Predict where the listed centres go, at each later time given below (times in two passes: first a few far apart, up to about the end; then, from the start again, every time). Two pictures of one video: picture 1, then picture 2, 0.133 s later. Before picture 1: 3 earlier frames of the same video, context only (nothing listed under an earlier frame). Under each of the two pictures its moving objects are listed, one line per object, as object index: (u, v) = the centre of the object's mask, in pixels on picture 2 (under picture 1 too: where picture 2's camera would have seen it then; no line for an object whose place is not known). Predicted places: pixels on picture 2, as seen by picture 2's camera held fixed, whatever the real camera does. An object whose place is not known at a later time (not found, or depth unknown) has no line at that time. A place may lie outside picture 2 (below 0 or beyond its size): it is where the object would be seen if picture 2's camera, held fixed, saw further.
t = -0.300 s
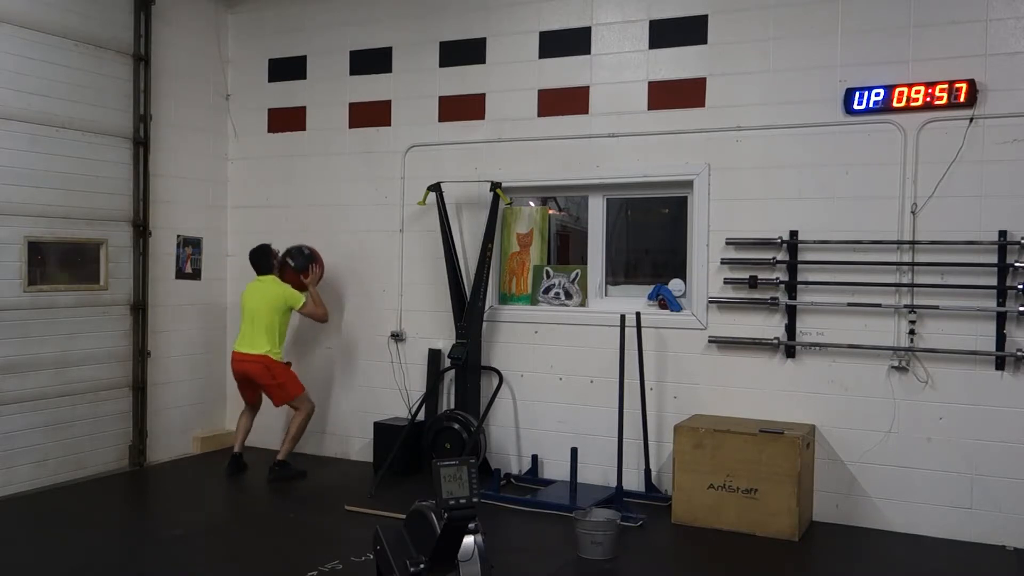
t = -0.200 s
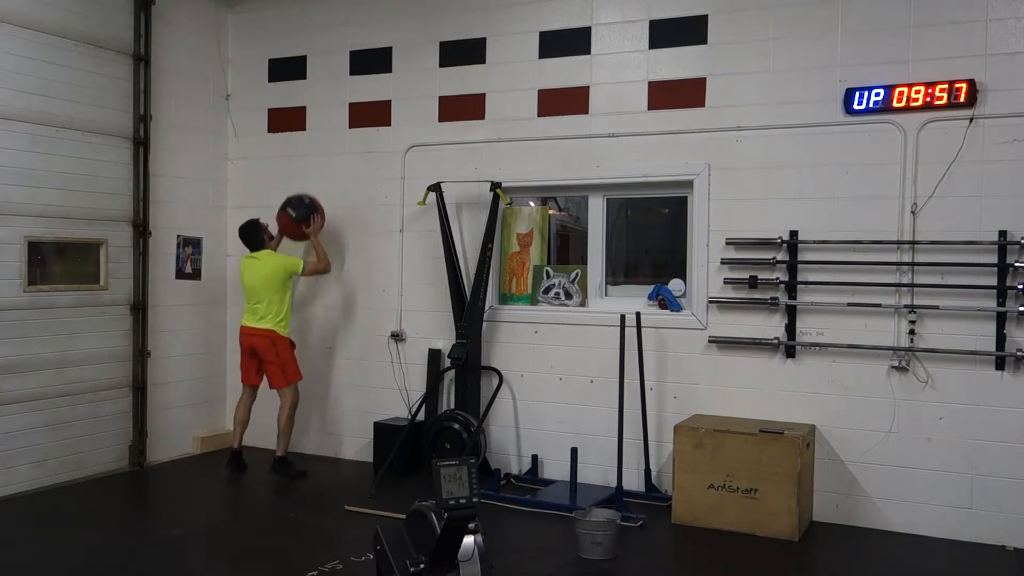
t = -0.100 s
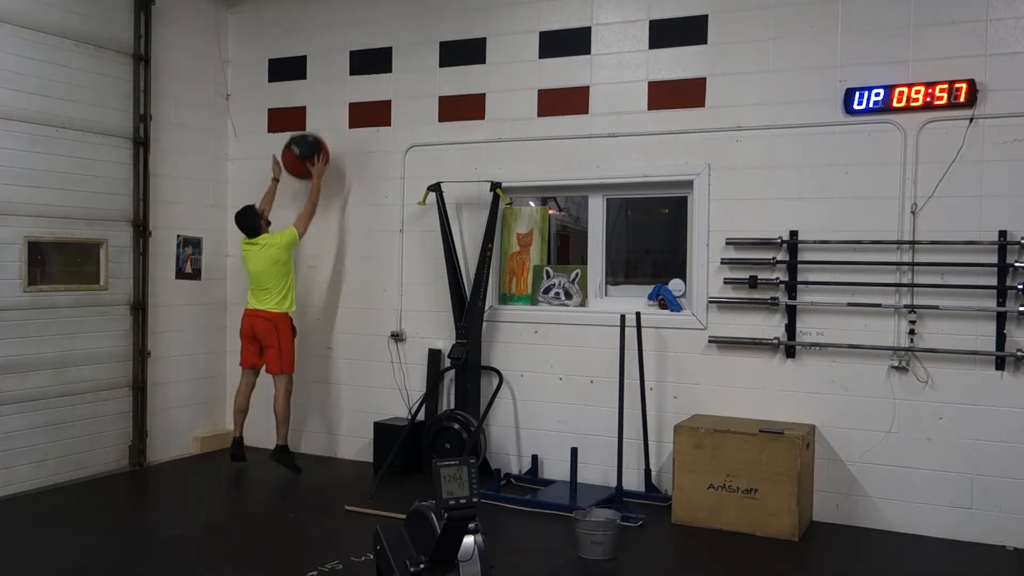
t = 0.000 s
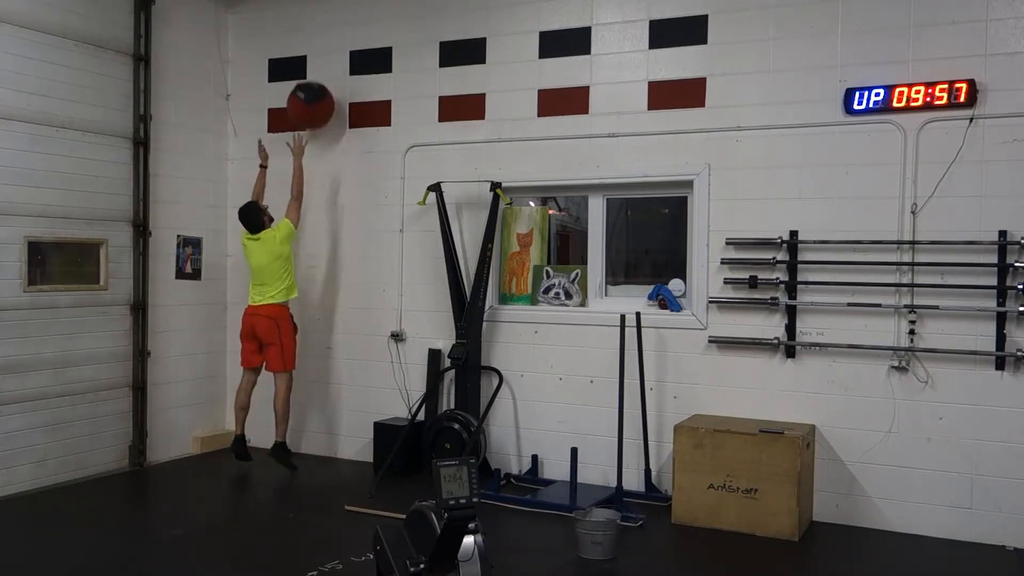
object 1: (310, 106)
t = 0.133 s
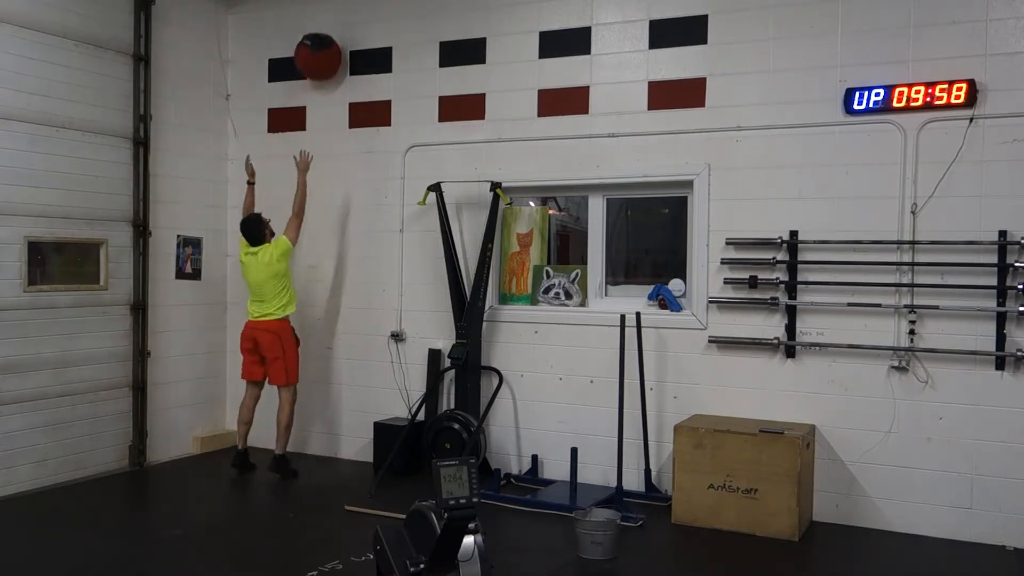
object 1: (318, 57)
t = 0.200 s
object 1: (320, 42)
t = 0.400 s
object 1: (315, 32)
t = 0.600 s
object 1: (308, 75)
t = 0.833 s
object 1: (301, 193)
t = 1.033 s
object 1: (294, 351)
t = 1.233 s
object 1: (295, 439)
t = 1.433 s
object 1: (304, 434)
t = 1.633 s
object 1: (313, 450)
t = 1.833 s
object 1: (320, 451)
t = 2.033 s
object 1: (318, 451)
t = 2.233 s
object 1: (315, 451)
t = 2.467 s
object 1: (316, 451)
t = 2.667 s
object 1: (316, 451)
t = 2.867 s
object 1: (316, 451)
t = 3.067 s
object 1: (316, 451)
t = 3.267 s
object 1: (316, 451)
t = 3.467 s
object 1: (316, 451)
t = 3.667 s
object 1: (316, 451)
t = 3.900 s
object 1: (316, 451)
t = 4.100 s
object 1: (316, 451)
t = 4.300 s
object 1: (316, 451)
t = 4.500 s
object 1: (316, 451)
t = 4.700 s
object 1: (316, 451)
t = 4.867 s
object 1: (316, 451)
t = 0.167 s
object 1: (320, 48)
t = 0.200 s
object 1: (320, 42)
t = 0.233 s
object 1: (319, 37)
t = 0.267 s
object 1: (319, 33)
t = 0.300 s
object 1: (318, 31)
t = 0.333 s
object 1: (317, 30)
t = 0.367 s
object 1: (316, 30)
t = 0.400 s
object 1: (315, 32)
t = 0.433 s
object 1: (314, 35)
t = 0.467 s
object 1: (313, 40)
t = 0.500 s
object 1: (312, 47)
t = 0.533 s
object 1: (310, 55)
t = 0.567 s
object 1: (309, 64)
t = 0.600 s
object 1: (308, 75)
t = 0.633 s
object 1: (307, 87)
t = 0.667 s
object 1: (306, 101)
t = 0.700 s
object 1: (305, 116)
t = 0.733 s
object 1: (304, 133)
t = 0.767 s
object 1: (303, 152)
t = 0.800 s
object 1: (302, 171)
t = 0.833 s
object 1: (301, 193)
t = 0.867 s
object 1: (299, 215)
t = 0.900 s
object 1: (298, 240)
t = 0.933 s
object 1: (297, 265)
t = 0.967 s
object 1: (296, 292)
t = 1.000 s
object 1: (295, 321)
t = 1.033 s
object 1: (294, 351)
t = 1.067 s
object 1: (293, 384)
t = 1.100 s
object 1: (292, 418)
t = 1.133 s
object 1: (291, 453)
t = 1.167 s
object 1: (293, 453)
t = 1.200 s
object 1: (294, 445)
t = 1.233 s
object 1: (295, 439)
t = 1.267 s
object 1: (296, 434)
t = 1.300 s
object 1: (298, 431)
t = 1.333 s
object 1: (299, 430)
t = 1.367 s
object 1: (301, 429)
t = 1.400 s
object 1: (302, 431)
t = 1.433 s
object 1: (304, 434)
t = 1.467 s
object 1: (305, 437)
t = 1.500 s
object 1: (307, 443)
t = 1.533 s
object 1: (308, 451)
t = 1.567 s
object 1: (310, 453)
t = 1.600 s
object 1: (312, 451)
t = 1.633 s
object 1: (313, 450)
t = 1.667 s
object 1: (315, 450)
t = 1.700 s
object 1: (317, 451)
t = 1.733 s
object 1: (318, 451)
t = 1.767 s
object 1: (319, 451)
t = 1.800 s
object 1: (320, 451)
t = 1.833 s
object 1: (320, 451)
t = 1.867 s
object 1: (320, 451)
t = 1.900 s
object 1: (320, 451)
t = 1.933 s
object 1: (320, 451)
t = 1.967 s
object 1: (320, 451)
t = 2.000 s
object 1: (319, 451)
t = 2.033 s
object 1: (318, 451)
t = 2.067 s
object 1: (318, 451)
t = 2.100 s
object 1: (317, 451)
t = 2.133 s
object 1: (317, 451)
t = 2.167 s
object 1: (316, 451)
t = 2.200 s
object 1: (316, 451)
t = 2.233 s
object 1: (315, 451)
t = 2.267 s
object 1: (315, 451)
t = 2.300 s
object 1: (315, 451)
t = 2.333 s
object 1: (315, 451)
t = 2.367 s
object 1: (315, 451)
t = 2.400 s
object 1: (315, 451)
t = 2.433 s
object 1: (316, 451)
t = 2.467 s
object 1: (316, 451)
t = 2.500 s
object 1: (316, 451)
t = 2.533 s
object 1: (316, 451)
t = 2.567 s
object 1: (316, 451)
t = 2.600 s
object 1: (316, 451)
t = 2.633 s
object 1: (316, 451)
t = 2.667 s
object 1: (316, 451)
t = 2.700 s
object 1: (316, 451)
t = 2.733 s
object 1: (316, 451)
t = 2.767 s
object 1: (316, 451)
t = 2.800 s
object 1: (316, 451)
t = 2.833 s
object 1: (316, 451)
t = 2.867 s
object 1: (316, 451)
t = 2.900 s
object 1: (316, 451)
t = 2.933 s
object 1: (316, 451)
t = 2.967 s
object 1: (316, 451)
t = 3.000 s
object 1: (316, 451)
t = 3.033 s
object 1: (316, 451)
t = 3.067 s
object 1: (316, 451)
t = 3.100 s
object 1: (316, 451)
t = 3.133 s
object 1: (316, 451)
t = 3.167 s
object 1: (316, 451)
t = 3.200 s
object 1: (316, 451)
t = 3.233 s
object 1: (316, 451)
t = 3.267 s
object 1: (316, 451)
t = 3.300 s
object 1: (316, 451)
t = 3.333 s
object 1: (316, 451)
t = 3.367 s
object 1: (316, 451)
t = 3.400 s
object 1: (316, 451)
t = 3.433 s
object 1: (316, 451)
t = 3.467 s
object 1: (316, 451)
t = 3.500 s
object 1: (316, 451)
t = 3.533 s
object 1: (316, 451)
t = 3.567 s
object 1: (316, 451)
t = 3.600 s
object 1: (316, 451)
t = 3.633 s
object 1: (316, 451)
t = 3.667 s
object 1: (316, 451)
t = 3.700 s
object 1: (316, 451)
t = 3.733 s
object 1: (316, 451)
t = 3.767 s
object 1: (316, 451)
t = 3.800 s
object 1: (316, 451)
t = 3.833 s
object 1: (316, 451)
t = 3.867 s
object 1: (316, 451)
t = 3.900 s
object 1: (316, 451)
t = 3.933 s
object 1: (316, 451)
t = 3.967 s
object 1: (316, 451)
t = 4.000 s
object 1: (316, 451)
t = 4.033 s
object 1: (316, 451)
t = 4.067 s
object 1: (316, 451)
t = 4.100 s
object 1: (316, 451)
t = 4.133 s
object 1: (316, 451)
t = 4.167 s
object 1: (316, 451)
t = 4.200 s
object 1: (316, 451)
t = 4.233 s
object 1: (316, 451)
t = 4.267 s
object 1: (316, 451)
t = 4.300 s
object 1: (316, 451)
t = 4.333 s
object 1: (316, 451)
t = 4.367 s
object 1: (316, 451)
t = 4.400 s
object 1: (316, 451)
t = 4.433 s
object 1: (316, 451)
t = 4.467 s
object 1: (316, 451)
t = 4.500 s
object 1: (316, 451)
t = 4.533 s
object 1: (316, 451)
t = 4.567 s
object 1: (316, 451)
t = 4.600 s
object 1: (316, 451)
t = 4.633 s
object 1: (316, 451)
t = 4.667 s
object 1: (316, 451)
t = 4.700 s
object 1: (316, 451)
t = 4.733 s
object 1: (316, 451)
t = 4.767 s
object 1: (316, 451)
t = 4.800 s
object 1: (316, 451)
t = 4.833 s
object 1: (316, 451)
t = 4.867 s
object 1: (316, 451)
